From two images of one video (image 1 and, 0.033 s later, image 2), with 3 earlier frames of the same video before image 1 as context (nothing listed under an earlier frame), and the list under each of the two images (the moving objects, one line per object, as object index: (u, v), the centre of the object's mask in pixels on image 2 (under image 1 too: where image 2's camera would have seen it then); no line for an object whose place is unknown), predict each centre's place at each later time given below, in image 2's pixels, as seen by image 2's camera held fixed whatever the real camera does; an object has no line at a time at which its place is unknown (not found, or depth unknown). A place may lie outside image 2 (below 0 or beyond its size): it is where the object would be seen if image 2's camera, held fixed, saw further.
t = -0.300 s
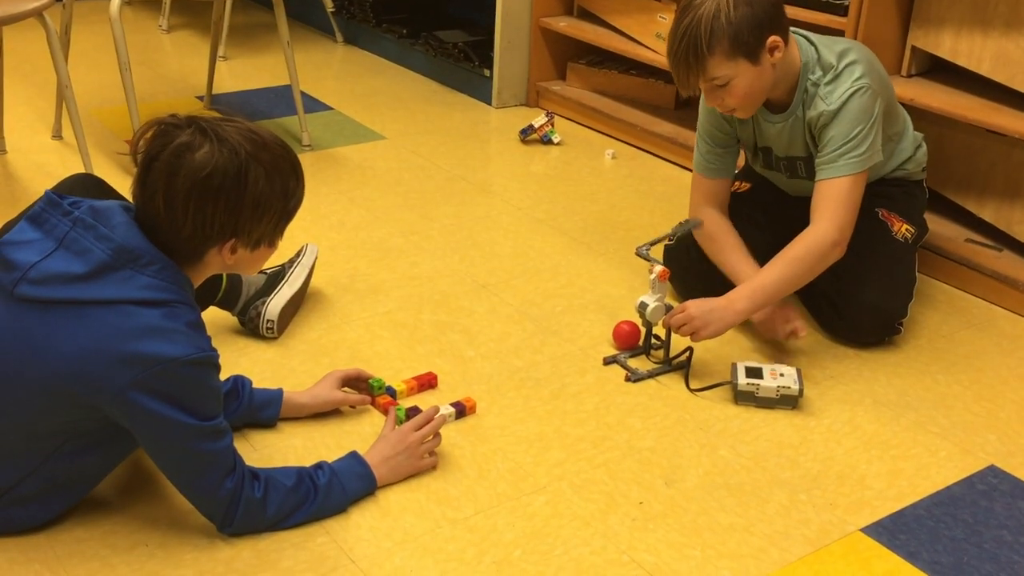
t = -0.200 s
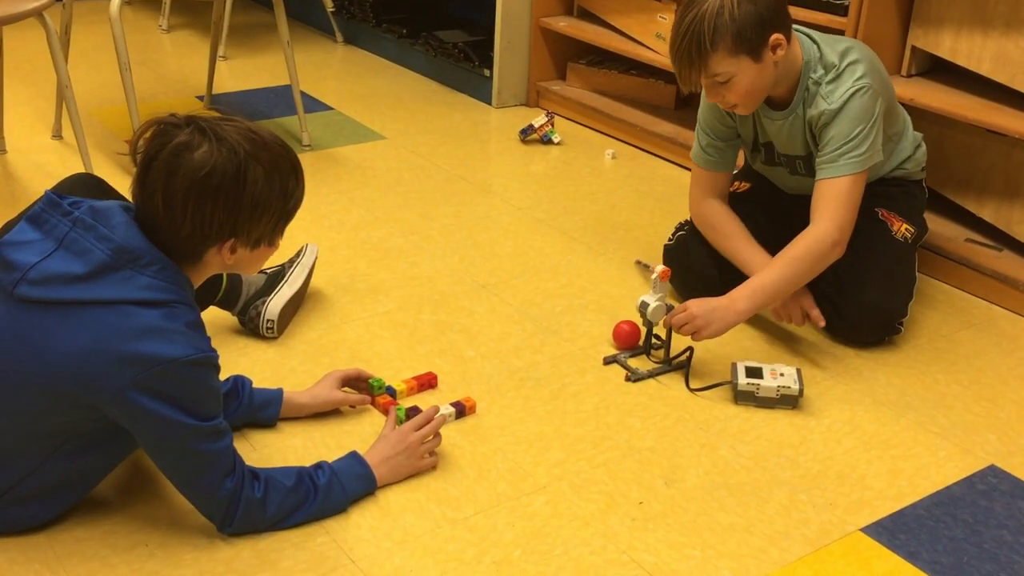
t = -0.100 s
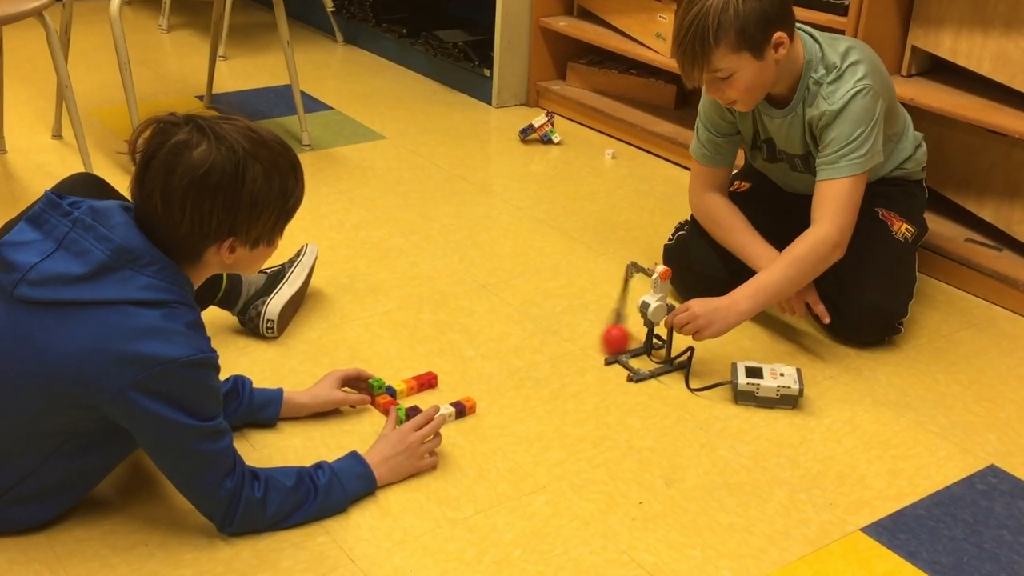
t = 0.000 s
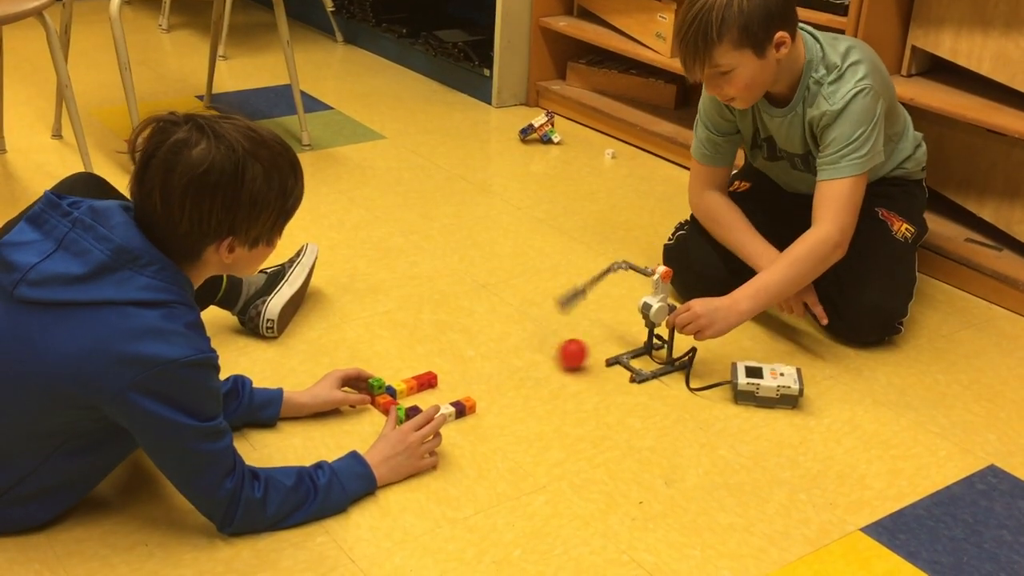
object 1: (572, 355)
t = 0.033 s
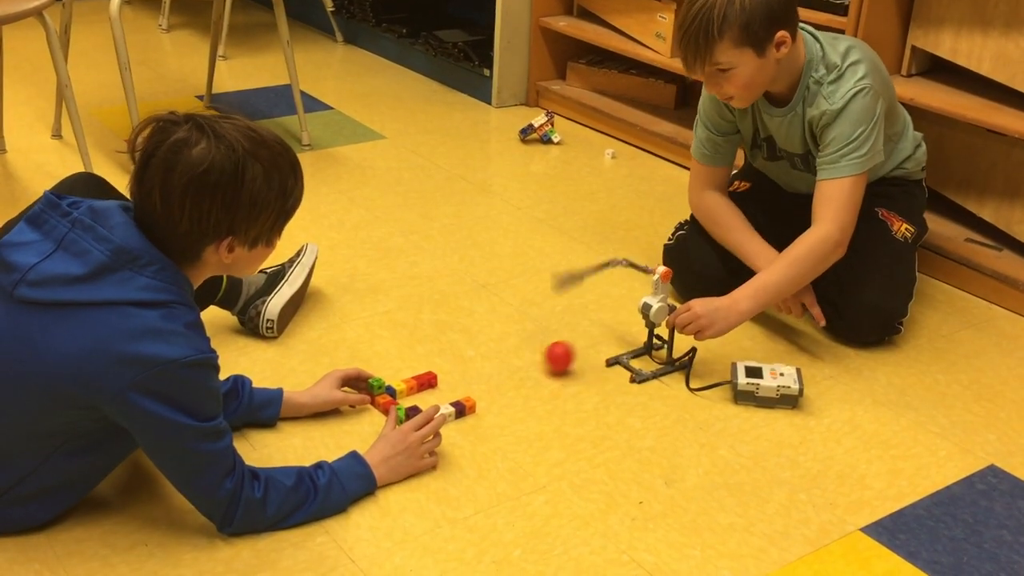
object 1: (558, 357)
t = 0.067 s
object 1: (545, 363)
